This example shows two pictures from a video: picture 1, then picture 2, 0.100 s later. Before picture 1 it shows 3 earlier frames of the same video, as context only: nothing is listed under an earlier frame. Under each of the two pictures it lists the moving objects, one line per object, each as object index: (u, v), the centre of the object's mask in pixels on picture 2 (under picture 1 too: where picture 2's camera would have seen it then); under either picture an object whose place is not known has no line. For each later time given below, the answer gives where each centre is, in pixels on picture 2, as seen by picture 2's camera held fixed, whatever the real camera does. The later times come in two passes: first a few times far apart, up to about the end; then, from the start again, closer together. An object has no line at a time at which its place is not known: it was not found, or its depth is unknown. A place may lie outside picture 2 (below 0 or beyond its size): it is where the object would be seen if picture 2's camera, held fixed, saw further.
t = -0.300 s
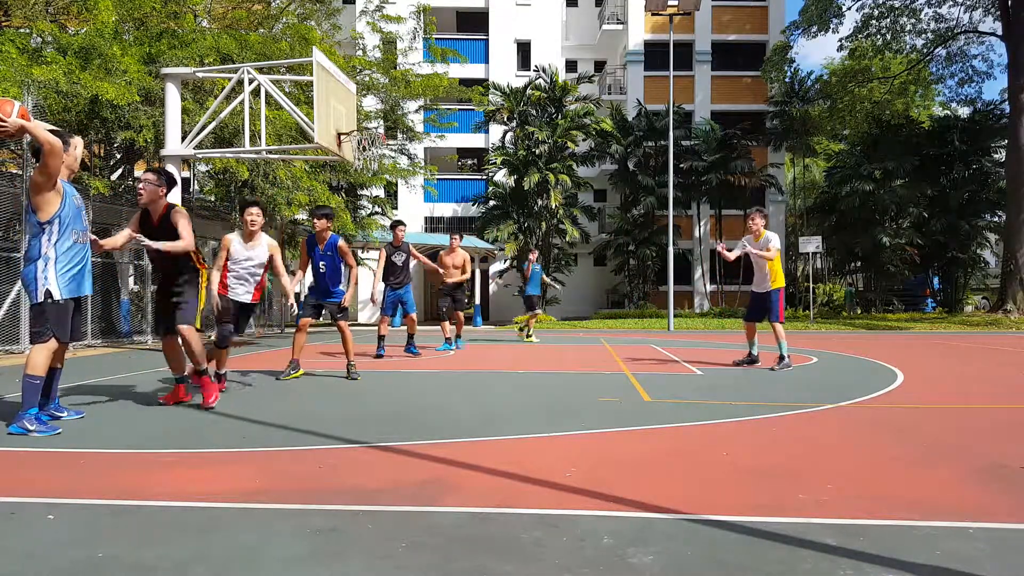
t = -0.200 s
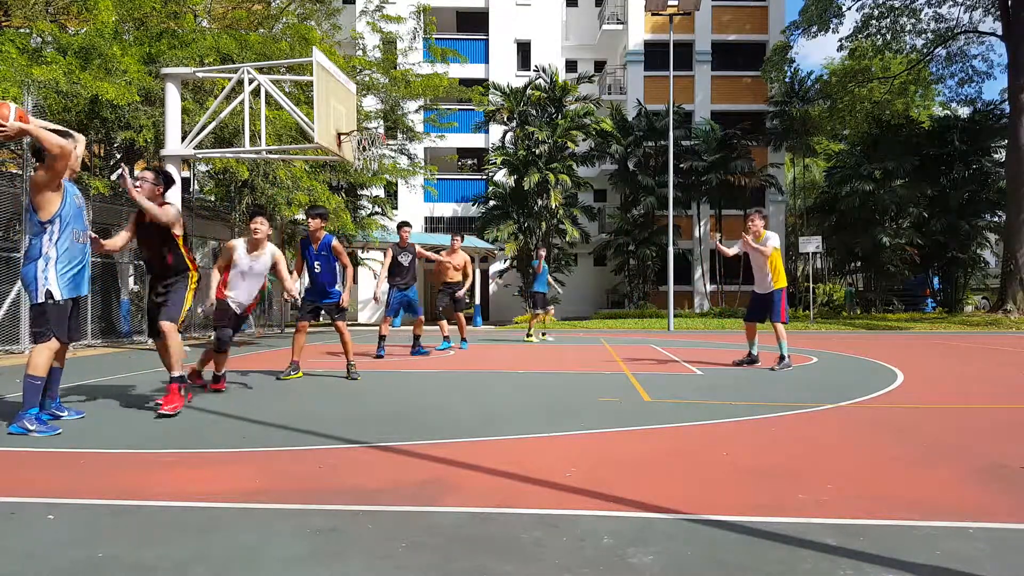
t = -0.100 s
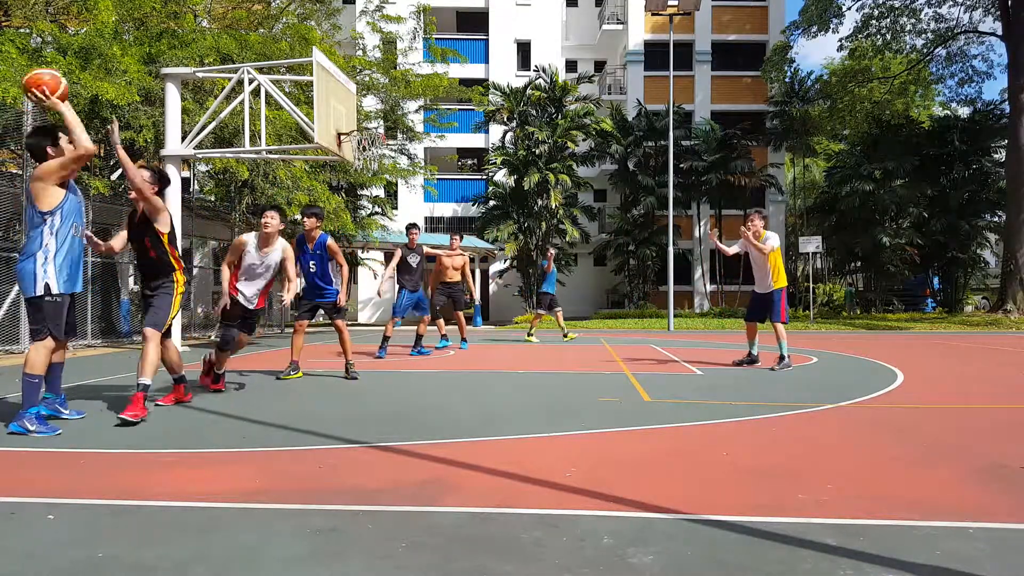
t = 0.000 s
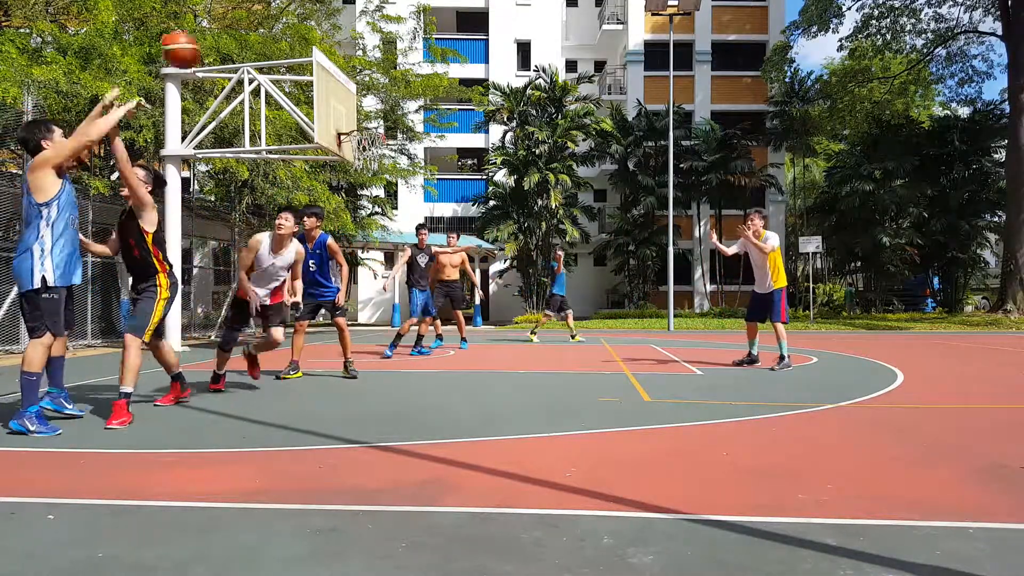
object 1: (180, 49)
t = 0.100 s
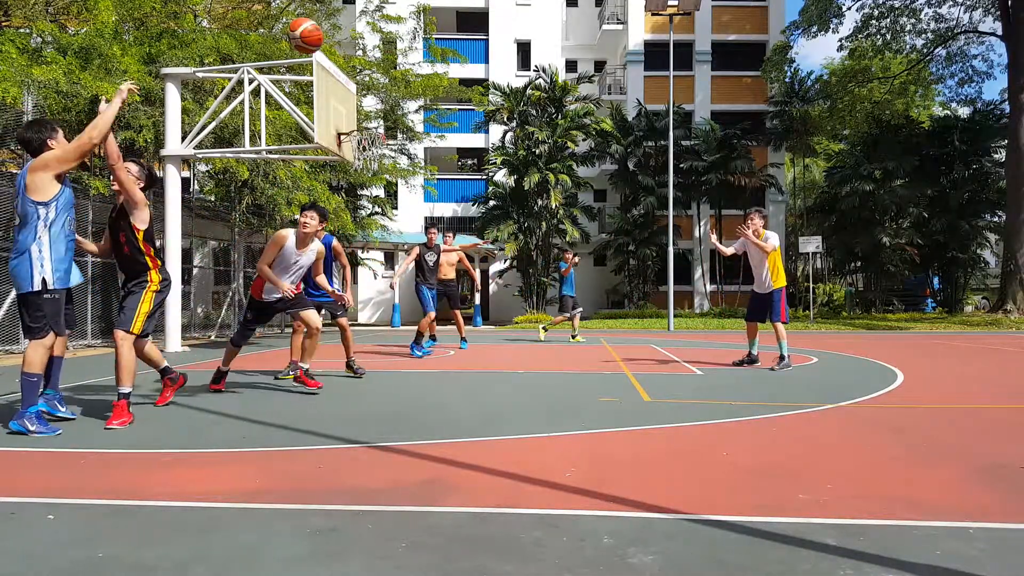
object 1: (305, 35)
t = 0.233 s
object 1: (441, 41)
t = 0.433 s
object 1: (598, 86)
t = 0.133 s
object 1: (342, 34)
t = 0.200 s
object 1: (410, 38)
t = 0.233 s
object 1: (441, 41)
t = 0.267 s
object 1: (471, 45)
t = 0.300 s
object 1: (499, 53)
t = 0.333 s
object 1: (524, 59)
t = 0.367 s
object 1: (550, 67)
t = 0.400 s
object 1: (575, 77)
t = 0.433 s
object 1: (598, 86)
